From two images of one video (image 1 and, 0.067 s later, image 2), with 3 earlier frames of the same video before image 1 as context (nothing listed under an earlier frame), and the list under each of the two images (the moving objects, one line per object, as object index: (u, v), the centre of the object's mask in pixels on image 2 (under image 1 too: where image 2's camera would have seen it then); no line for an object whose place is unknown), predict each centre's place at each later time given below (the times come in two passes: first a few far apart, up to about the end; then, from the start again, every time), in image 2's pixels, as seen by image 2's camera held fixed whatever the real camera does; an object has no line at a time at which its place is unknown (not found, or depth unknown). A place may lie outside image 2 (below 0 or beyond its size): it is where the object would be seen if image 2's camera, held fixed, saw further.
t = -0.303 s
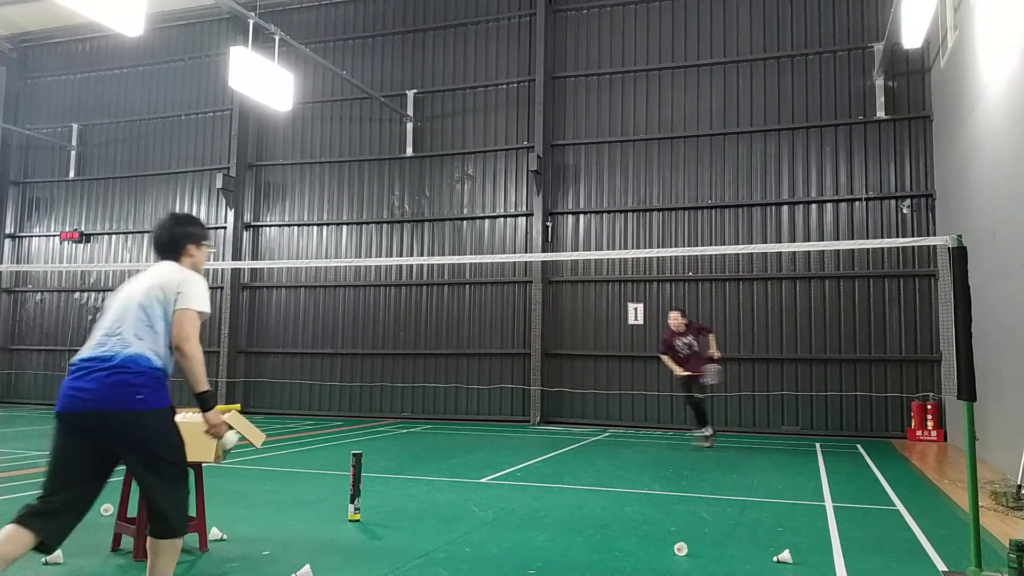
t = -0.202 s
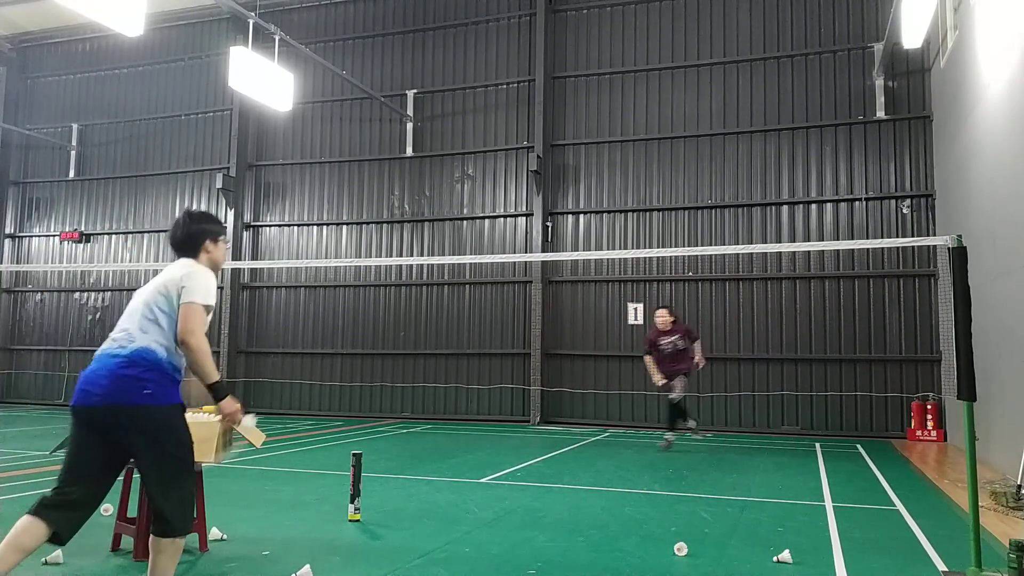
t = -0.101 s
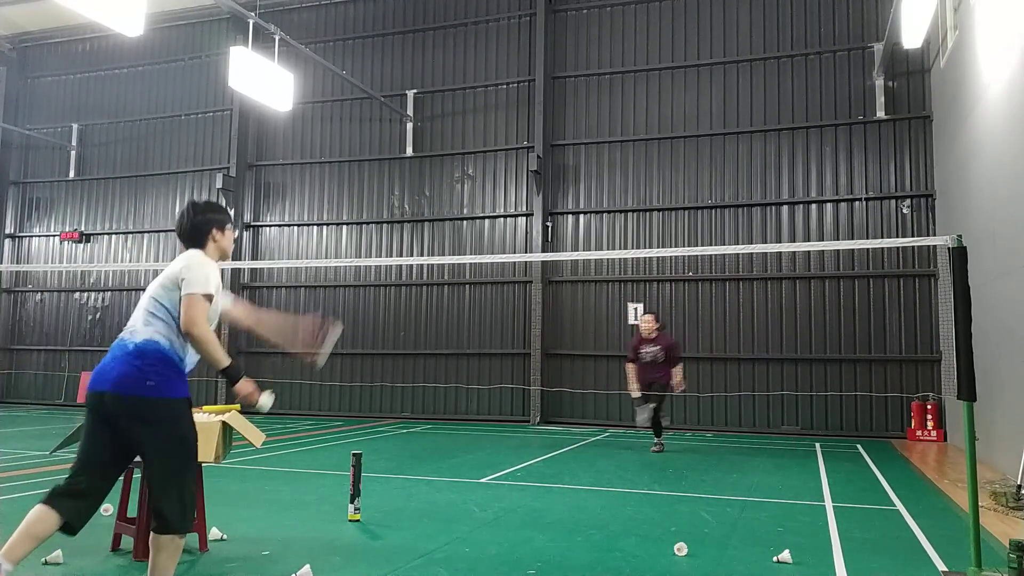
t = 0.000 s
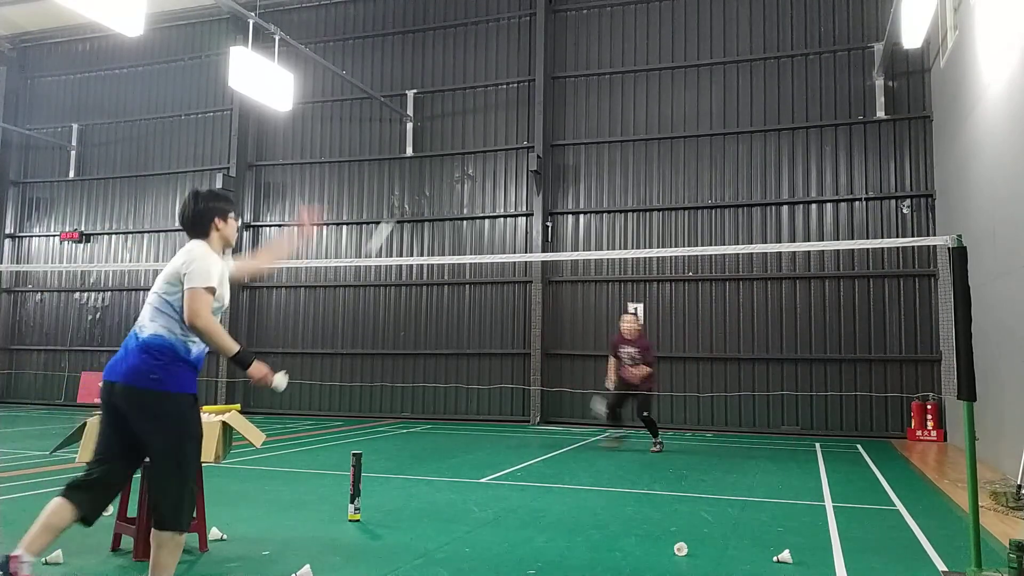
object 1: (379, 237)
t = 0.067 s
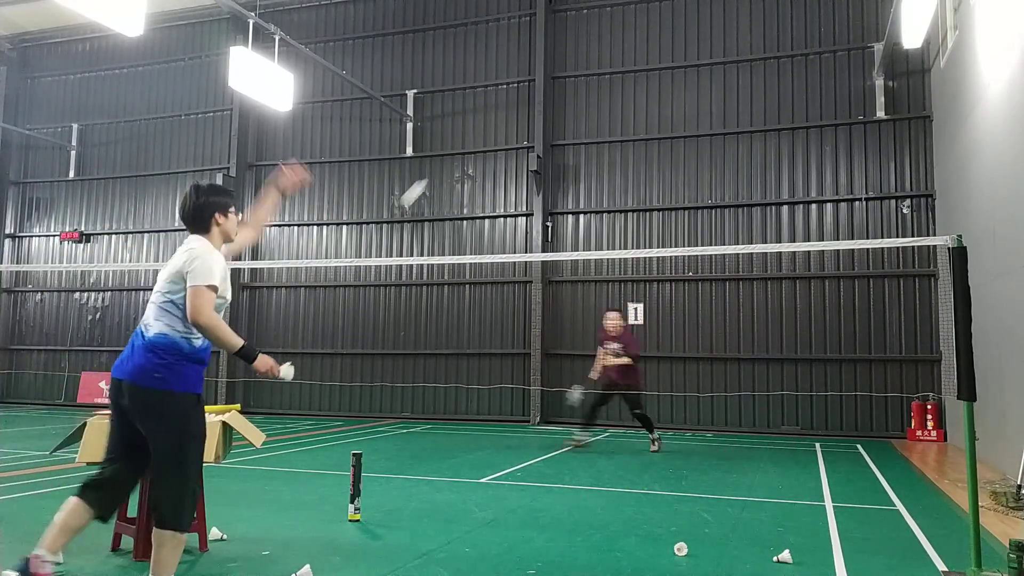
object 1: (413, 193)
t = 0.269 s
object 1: (487, 132)
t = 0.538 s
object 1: (556, 156)
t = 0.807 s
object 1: (608, 269)
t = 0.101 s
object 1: (428, 177)
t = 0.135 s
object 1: (442, 164)
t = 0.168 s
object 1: (455, 153)
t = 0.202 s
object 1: (466, 143)
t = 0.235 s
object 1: (477, 137)
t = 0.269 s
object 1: (487, 132)
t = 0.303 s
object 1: (497, 129)
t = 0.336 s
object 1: (506, 127)
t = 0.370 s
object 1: (515, 128)
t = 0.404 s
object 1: (523, 130)
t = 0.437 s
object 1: (532, 134)
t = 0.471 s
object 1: (540, 140)
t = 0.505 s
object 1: (548, 147)
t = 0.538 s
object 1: (556, 156)
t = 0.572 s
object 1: (563, 165)
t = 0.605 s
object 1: (570, 176)
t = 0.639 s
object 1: (577, 189)
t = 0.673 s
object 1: (585, 202)
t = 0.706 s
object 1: (591, 217)
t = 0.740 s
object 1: (597, 233)
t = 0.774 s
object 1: (601, 245)
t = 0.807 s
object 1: (608, 269)
